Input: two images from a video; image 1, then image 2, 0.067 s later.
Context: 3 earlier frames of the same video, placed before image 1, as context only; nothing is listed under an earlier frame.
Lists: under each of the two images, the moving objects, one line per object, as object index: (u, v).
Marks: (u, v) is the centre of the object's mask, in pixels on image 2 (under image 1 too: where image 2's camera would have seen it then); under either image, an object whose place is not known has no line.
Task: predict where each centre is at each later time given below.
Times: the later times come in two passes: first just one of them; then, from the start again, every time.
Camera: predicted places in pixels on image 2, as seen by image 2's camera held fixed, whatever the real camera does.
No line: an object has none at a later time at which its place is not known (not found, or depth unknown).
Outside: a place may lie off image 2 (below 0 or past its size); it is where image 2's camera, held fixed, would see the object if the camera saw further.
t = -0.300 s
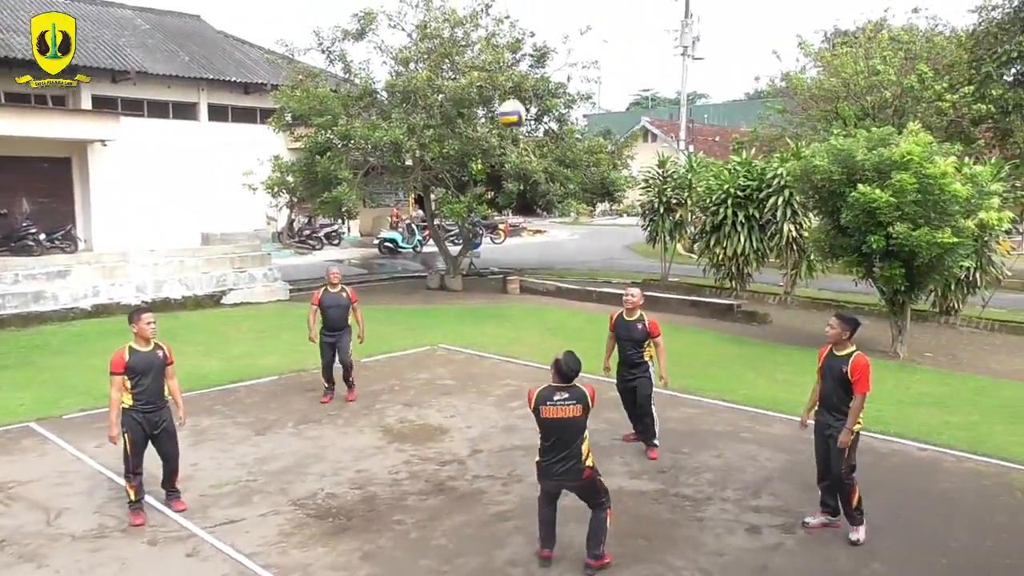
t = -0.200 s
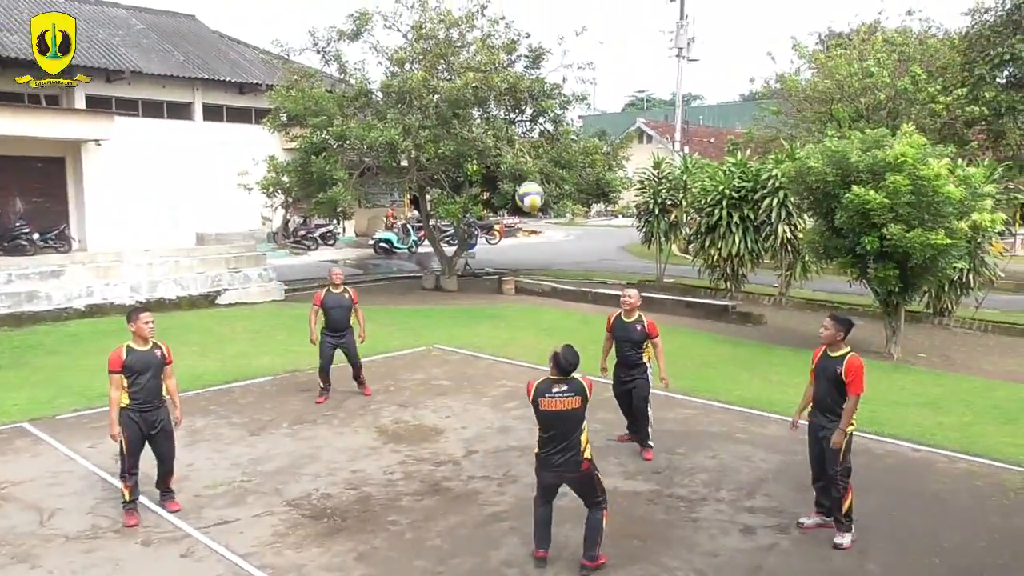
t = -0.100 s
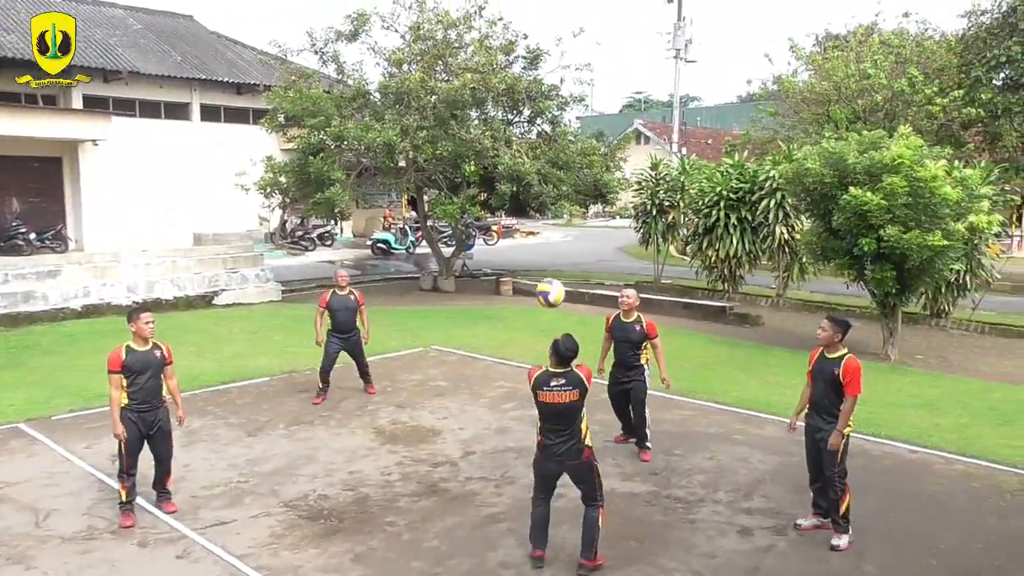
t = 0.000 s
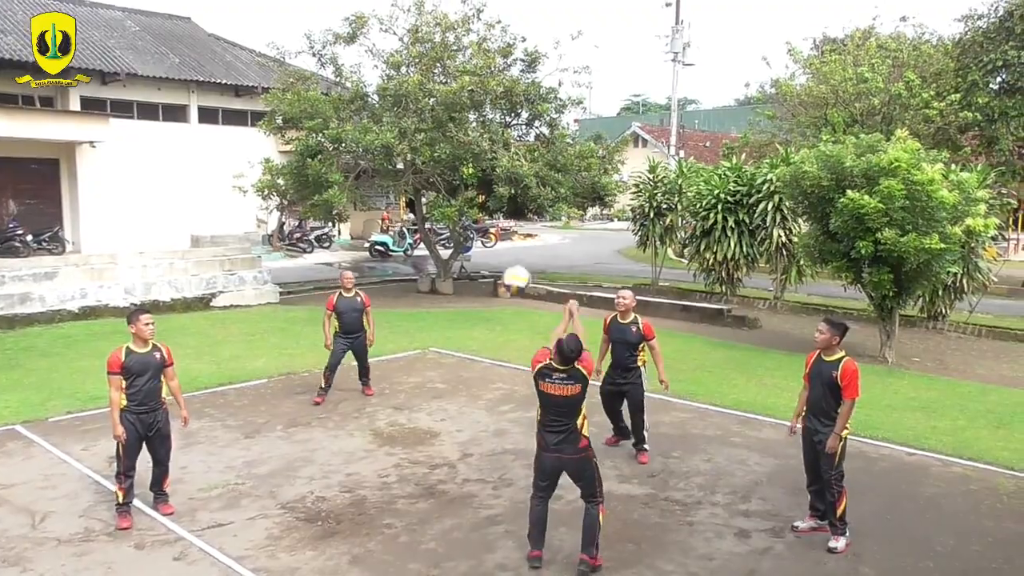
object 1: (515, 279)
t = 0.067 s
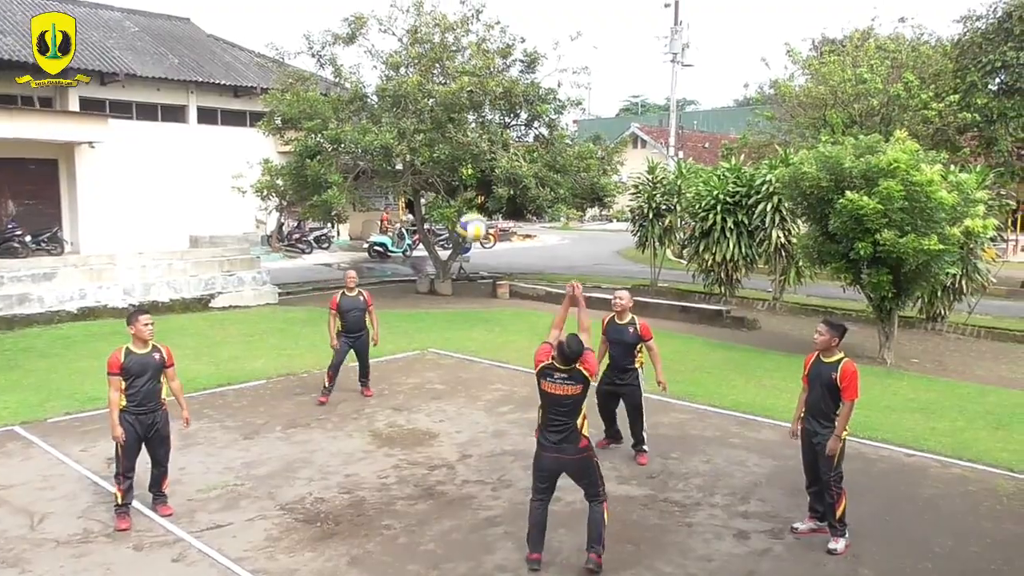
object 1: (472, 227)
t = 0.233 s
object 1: (347, 100)
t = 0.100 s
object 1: (443, 193)
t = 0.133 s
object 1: (427, 177)
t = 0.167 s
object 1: (397, 145)
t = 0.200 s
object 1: (364, 114)
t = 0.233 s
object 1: (347, 100)
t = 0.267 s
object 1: (315, 76)
